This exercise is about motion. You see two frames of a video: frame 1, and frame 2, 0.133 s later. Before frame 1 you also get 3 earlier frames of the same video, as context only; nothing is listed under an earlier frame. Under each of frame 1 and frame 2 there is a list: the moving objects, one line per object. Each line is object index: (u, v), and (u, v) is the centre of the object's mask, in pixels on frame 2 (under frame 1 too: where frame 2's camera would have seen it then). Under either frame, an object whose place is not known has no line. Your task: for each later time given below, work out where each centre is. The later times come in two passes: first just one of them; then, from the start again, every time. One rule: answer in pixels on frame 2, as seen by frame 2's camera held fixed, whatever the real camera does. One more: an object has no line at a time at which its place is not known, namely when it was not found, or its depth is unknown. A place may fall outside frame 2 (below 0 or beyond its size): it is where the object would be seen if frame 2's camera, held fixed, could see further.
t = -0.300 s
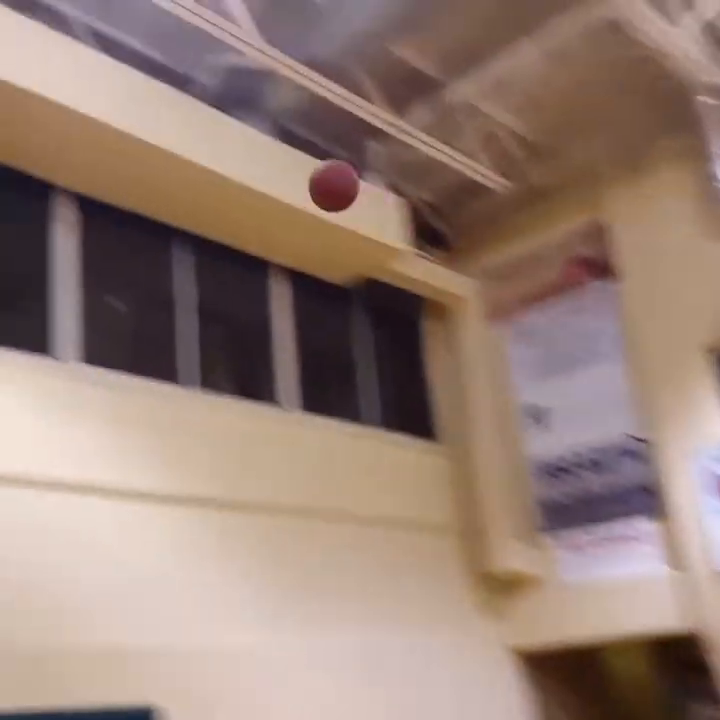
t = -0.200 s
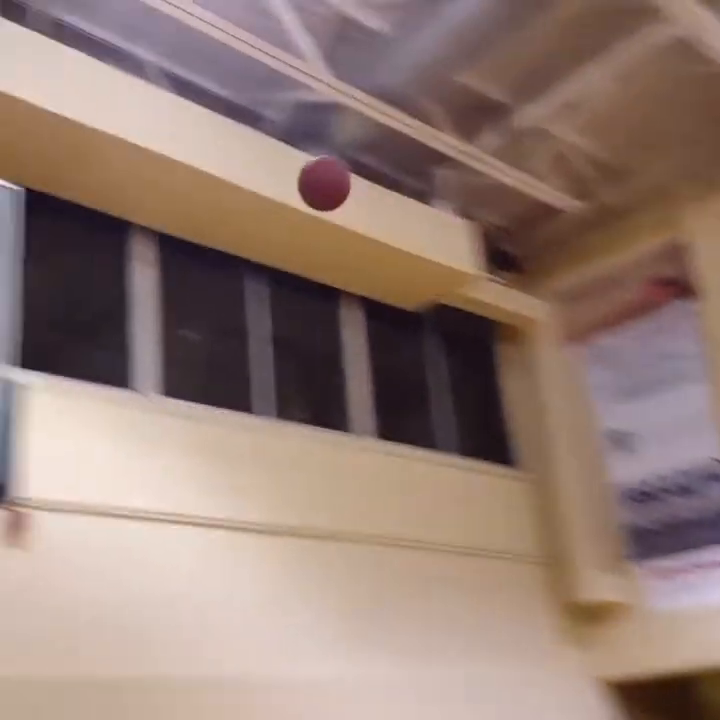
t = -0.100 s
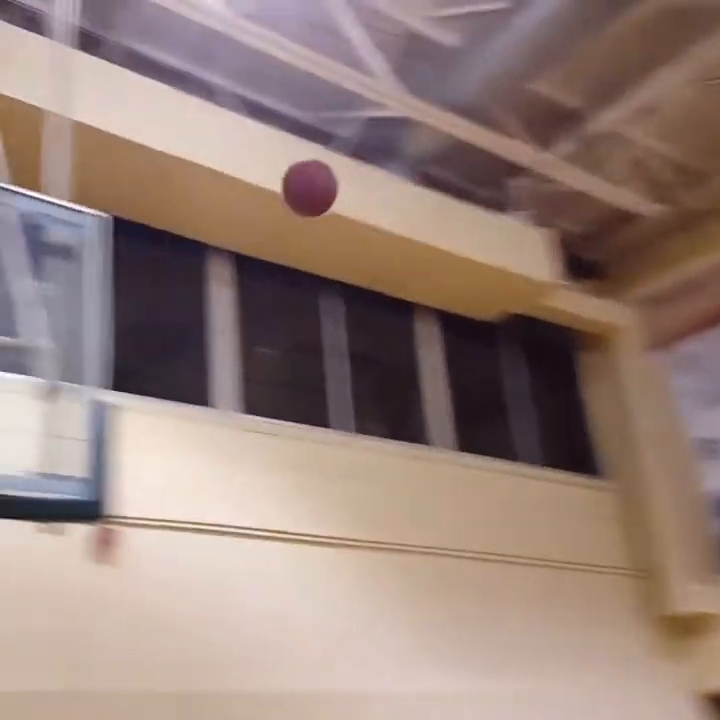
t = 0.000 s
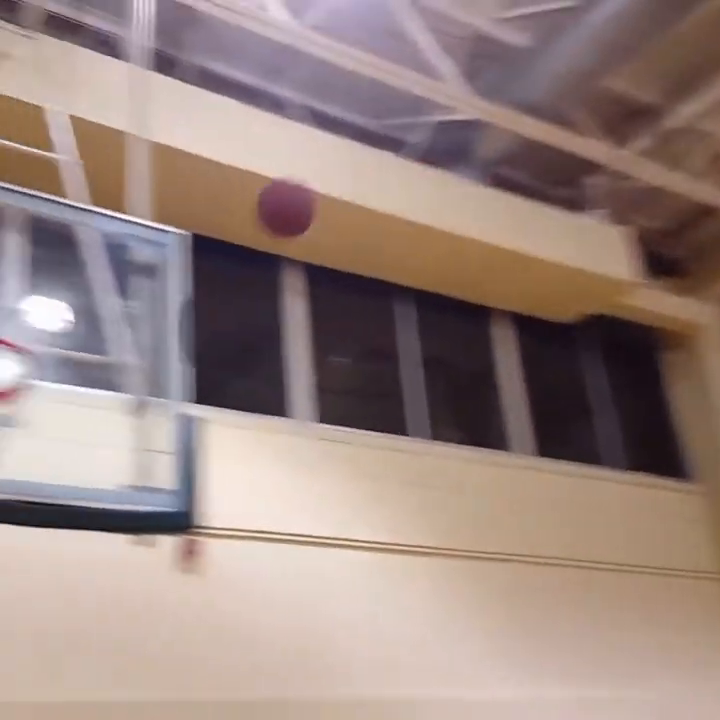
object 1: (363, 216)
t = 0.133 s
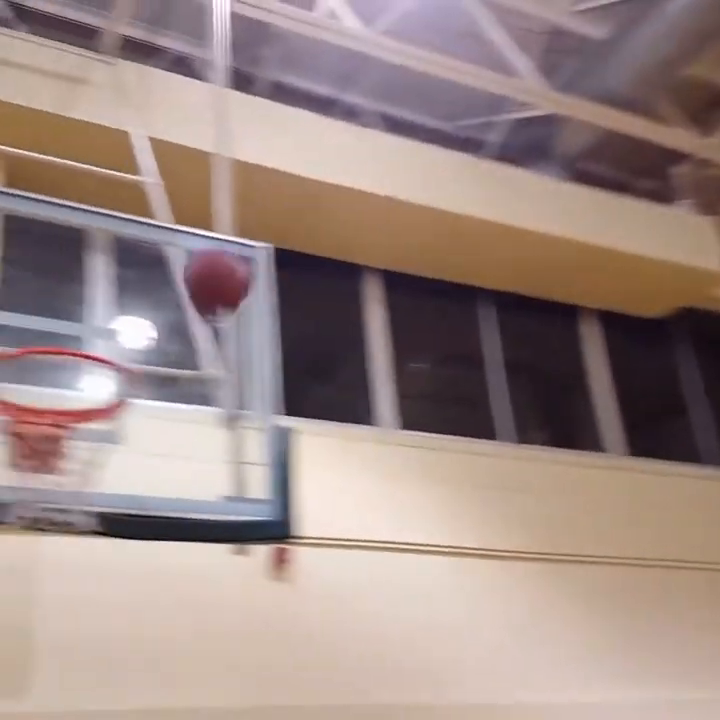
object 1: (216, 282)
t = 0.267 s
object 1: (35, 427)
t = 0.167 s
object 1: (181, 301)
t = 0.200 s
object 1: (129, 338)
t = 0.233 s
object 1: (82, 374)
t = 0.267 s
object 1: (35, 427)
